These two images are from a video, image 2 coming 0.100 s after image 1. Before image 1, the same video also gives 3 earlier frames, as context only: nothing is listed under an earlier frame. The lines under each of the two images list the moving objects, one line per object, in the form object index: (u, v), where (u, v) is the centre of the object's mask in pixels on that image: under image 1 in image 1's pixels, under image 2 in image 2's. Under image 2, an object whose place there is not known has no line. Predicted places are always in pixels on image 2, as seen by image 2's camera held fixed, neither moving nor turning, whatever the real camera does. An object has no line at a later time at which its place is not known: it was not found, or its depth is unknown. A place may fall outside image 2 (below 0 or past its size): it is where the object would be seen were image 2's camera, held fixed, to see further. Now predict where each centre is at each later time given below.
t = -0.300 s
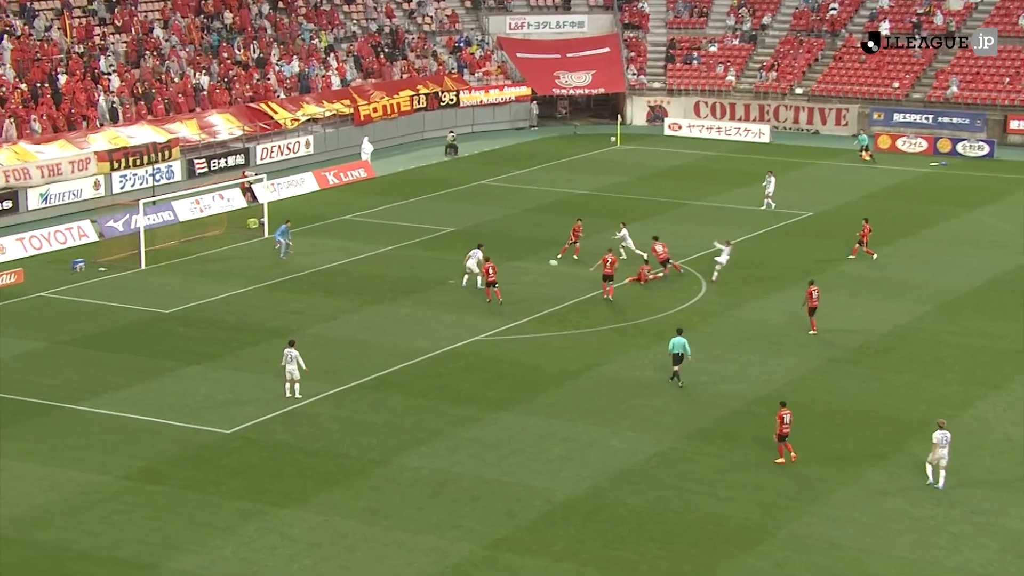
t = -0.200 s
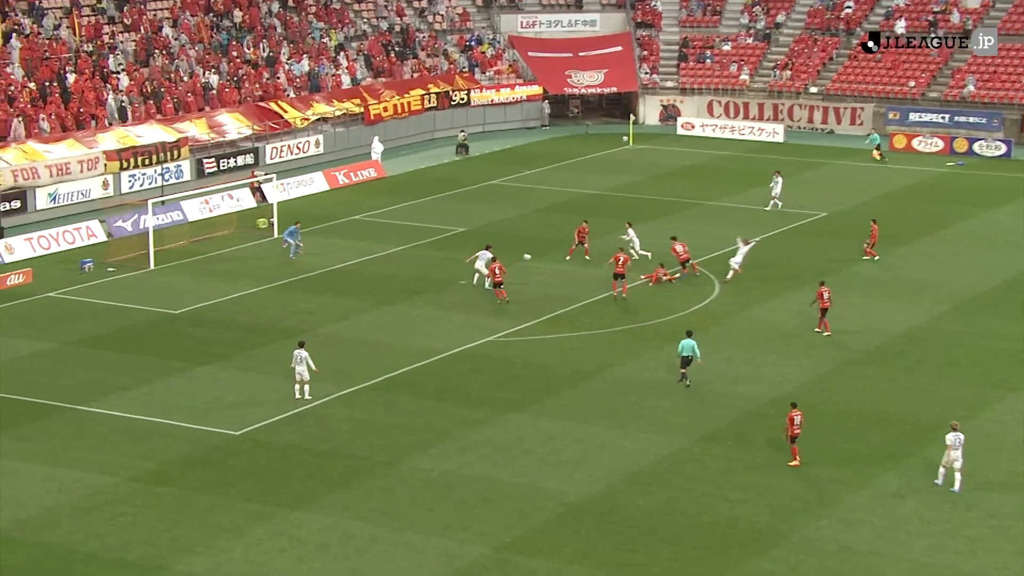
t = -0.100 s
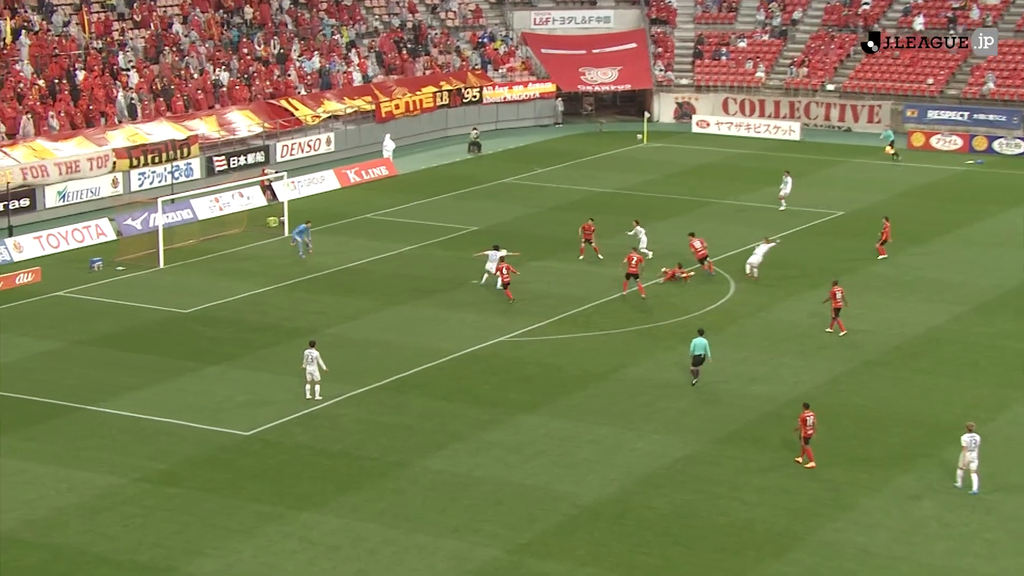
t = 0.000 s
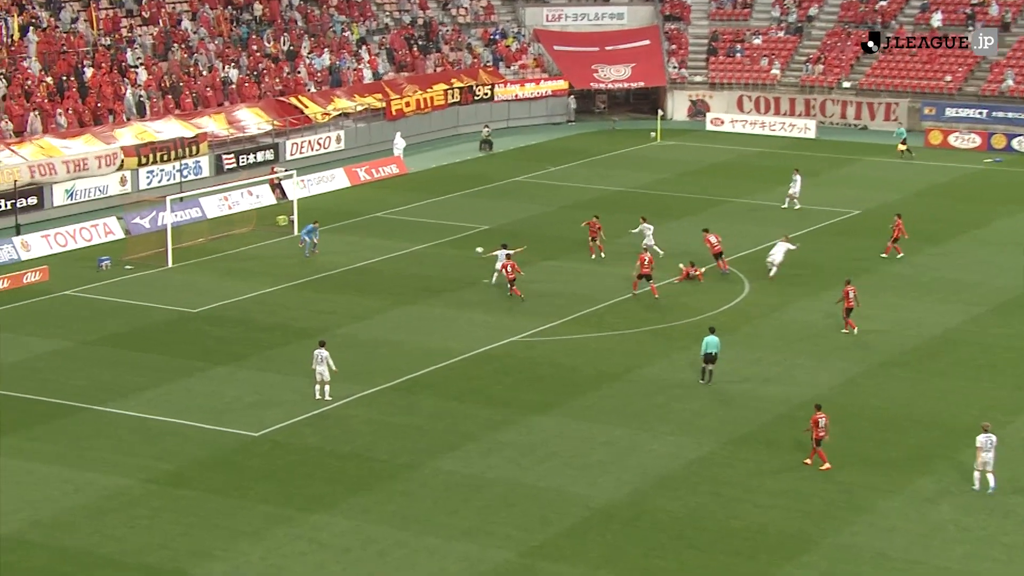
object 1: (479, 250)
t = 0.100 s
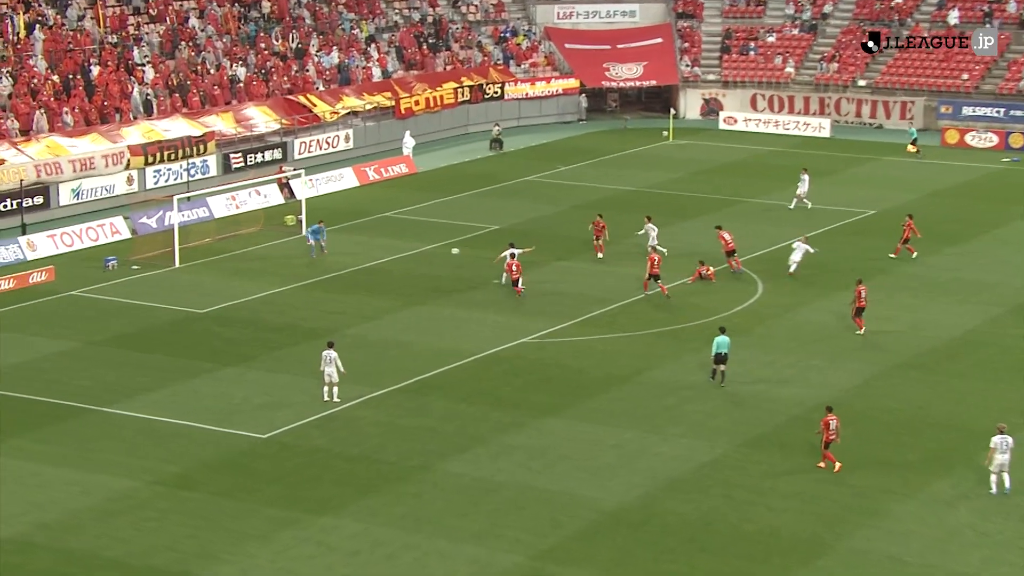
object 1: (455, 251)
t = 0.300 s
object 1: (390, 261)
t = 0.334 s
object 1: (380, 263)
